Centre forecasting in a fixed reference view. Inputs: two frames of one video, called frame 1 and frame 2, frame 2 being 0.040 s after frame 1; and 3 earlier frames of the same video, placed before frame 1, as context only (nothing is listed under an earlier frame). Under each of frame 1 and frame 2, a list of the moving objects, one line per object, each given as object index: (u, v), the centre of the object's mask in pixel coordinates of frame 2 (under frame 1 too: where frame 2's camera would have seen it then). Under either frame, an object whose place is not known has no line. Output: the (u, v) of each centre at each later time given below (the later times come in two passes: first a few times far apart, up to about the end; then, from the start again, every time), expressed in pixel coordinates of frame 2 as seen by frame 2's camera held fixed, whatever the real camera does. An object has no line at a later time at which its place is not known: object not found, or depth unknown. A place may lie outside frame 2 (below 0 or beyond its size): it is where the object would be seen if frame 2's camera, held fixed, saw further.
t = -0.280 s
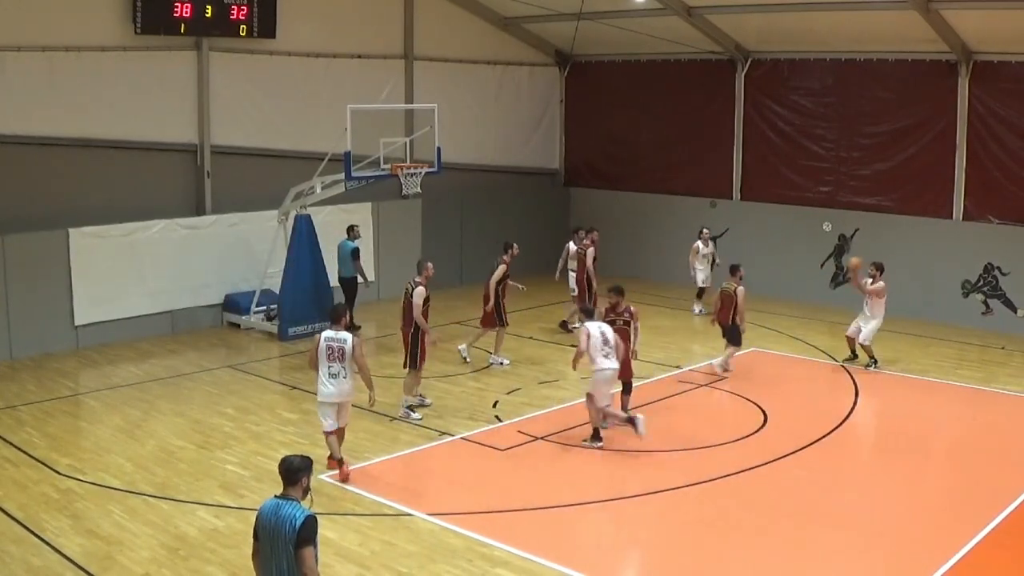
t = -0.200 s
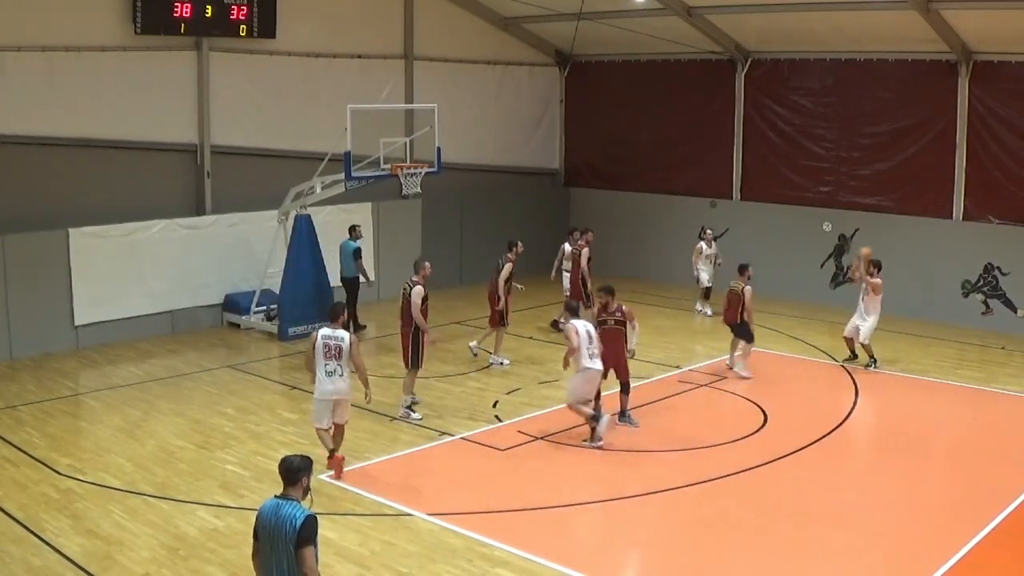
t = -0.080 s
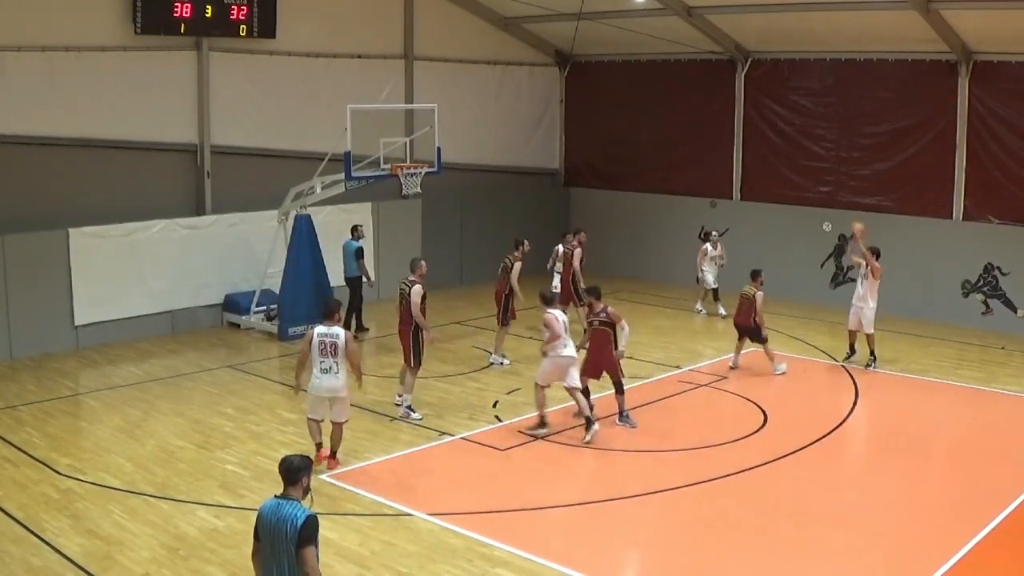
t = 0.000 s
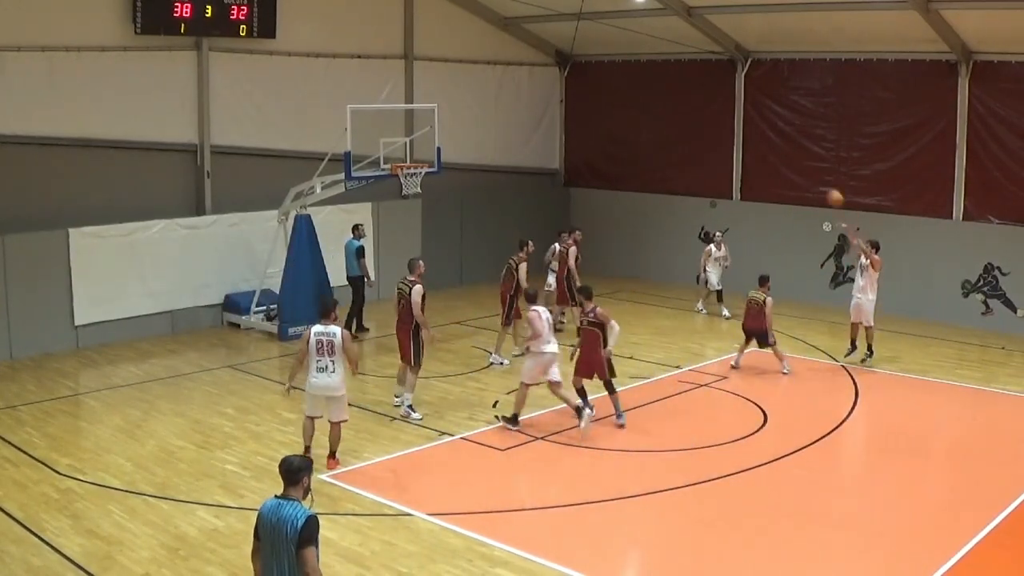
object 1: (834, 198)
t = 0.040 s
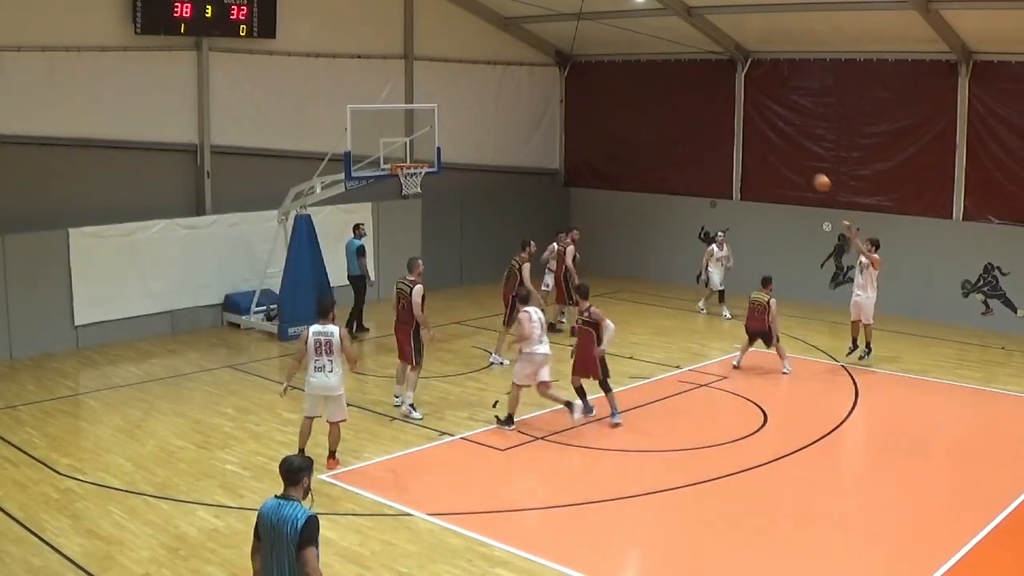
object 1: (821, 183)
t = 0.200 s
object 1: (767, 131)
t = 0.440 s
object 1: (683, 83)
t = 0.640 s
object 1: (612, 71)
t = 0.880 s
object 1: (527, 90)
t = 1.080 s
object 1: (457, 135)
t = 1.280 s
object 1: (455, 132)
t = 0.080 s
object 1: (808, 168)
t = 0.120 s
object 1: (795, 155)
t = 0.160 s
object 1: (781, 143)
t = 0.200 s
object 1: (767, 131)
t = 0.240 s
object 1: (753, 120)
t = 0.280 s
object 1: (740, 110)
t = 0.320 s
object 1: (725, 102)
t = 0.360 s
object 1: (711, 94)
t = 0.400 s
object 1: (697, 88)
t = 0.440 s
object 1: (683, 83)
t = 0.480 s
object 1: (668, 79)
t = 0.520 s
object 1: (654, 75)
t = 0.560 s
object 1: (640, 72)
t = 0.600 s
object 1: (626, 71)
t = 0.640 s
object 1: (612, 71)
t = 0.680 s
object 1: (597, 72)
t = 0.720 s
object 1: (583, 74)
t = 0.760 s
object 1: (571, 76)
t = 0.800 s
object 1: (556, 79)
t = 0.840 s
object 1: (541, 85)
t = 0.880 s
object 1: (527, 90)
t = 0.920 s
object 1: (513, 97)
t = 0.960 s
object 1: (498, 105)
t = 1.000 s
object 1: (485, 114)
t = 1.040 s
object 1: (471, 124)
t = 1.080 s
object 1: (457, 135)
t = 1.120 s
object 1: (444, 147)
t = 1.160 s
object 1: (432, 159)
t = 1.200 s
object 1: (439, 151)
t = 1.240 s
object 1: (447, 142)
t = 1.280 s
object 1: (455, 132)
